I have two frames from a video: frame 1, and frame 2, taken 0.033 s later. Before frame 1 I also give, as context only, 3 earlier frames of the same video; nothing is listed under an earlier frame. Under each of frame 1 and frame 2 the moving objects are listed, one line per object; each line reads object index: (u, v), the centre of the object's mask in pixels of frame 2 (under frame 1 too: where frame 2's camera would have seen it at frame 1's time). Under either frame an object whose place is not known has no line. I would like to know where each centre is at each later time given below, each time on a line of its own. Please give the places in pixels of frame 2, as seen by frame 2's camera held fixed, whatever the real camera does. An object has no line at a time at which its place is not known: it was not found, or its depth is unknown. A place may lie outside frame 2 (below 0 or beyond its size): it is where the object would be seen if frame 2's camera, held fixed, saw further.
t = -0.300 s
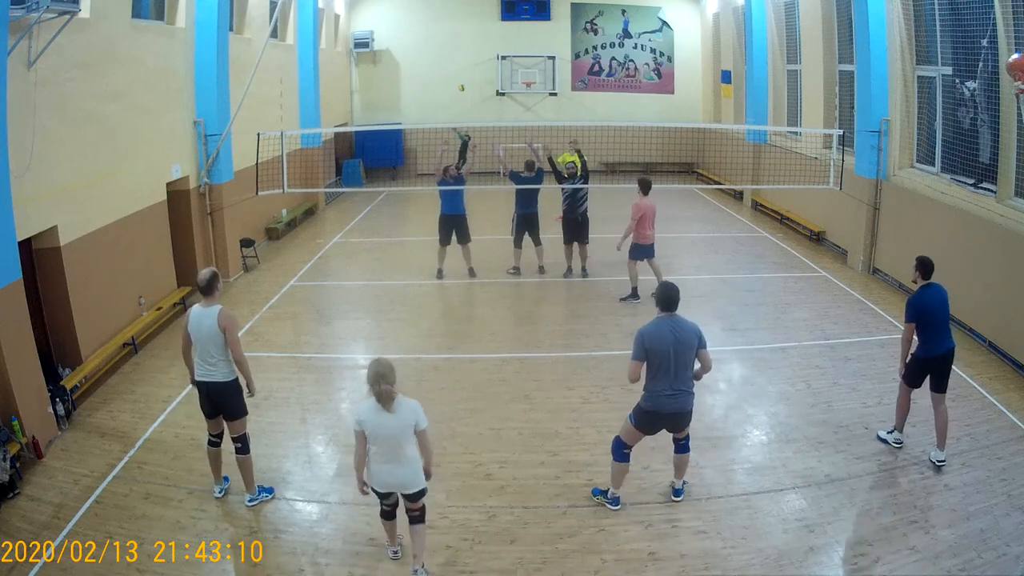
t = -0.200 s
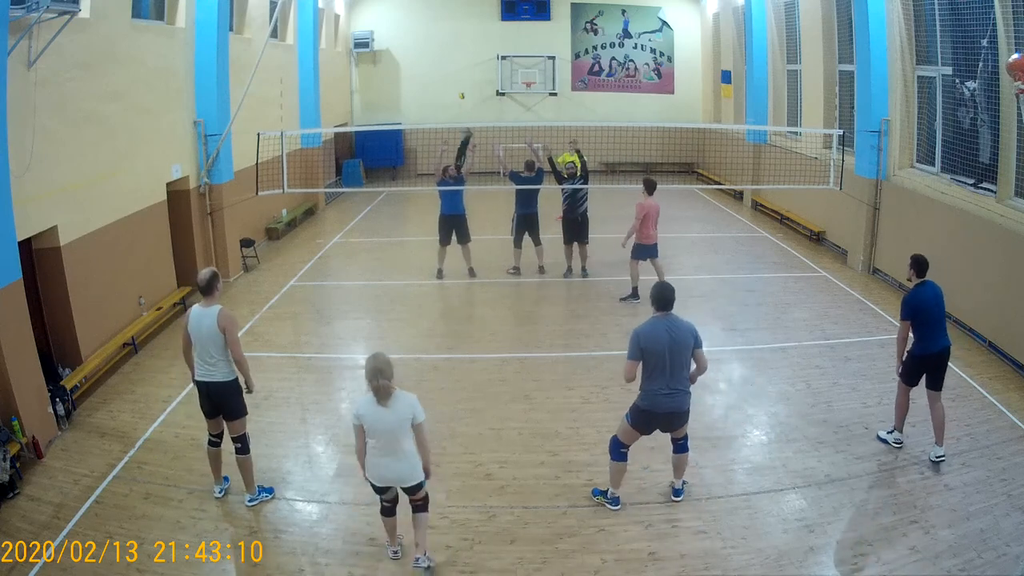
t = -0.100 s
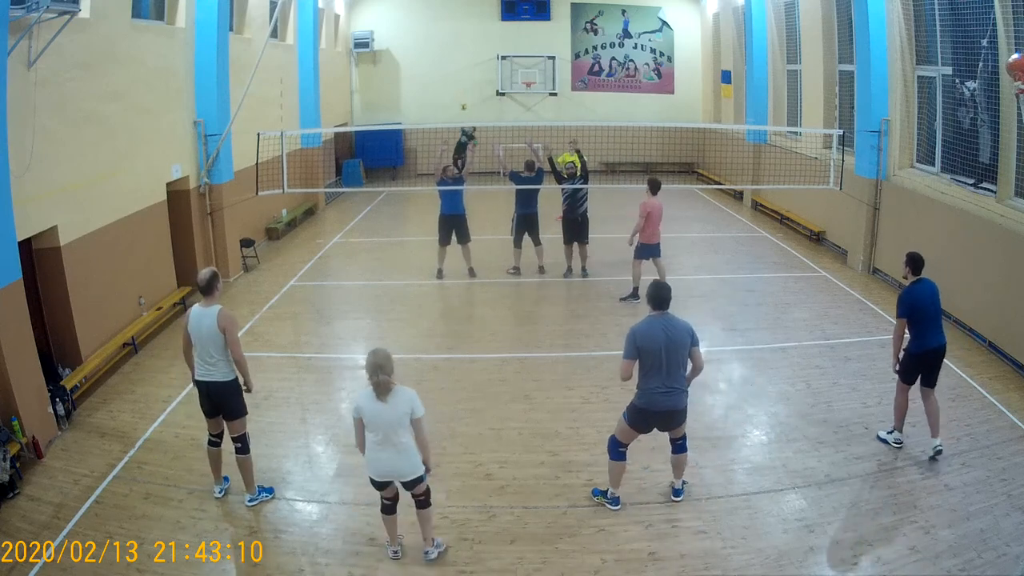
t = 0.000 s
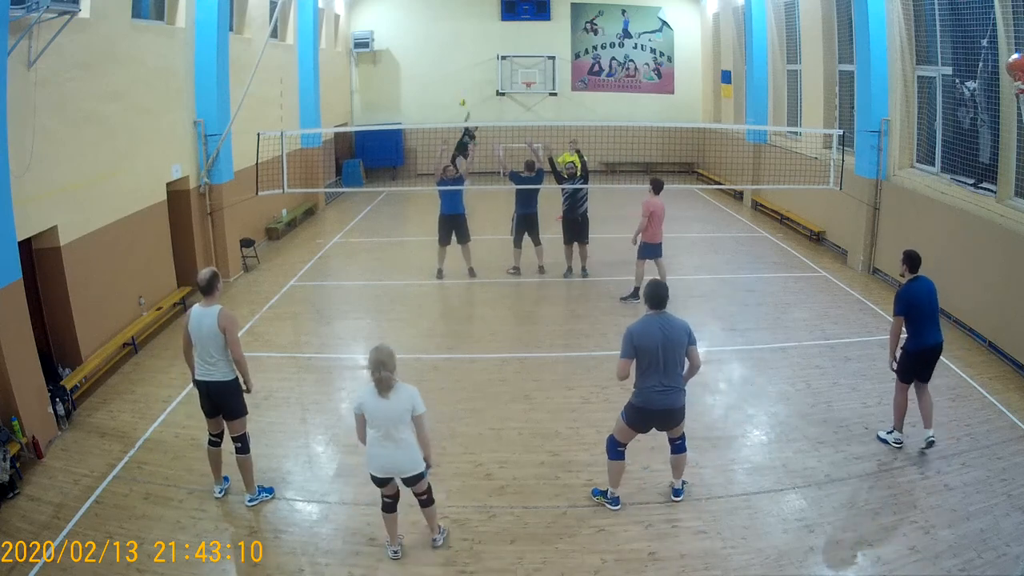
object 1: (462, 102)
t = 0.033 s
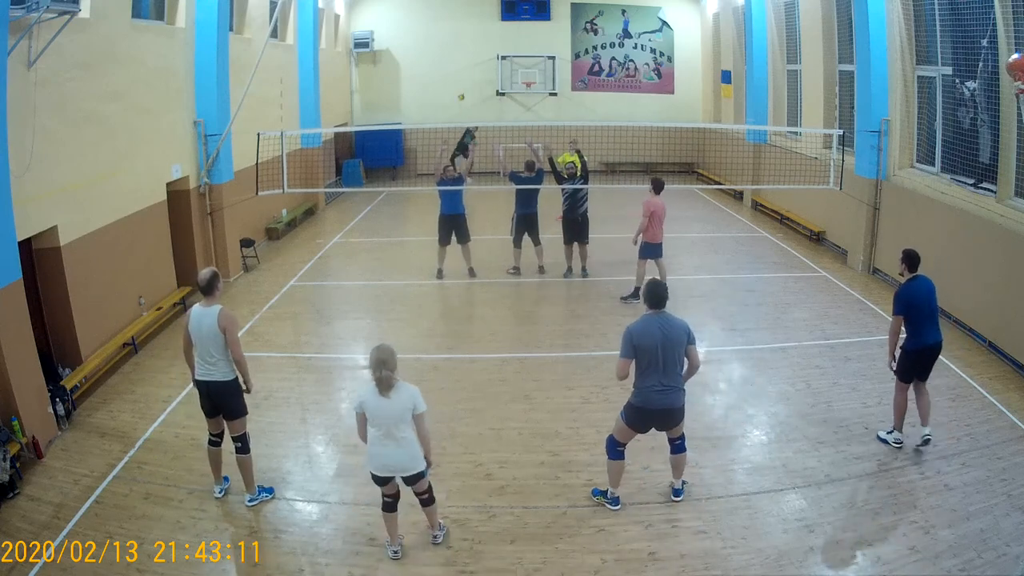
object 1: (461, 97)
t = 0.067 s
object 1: (460, 92)
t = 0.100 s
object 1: (460, 87)
